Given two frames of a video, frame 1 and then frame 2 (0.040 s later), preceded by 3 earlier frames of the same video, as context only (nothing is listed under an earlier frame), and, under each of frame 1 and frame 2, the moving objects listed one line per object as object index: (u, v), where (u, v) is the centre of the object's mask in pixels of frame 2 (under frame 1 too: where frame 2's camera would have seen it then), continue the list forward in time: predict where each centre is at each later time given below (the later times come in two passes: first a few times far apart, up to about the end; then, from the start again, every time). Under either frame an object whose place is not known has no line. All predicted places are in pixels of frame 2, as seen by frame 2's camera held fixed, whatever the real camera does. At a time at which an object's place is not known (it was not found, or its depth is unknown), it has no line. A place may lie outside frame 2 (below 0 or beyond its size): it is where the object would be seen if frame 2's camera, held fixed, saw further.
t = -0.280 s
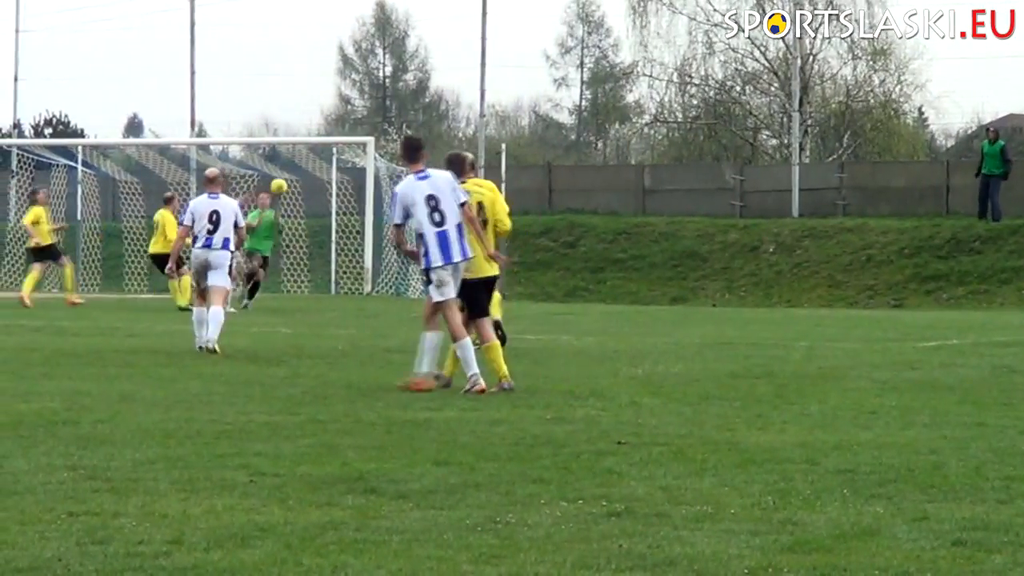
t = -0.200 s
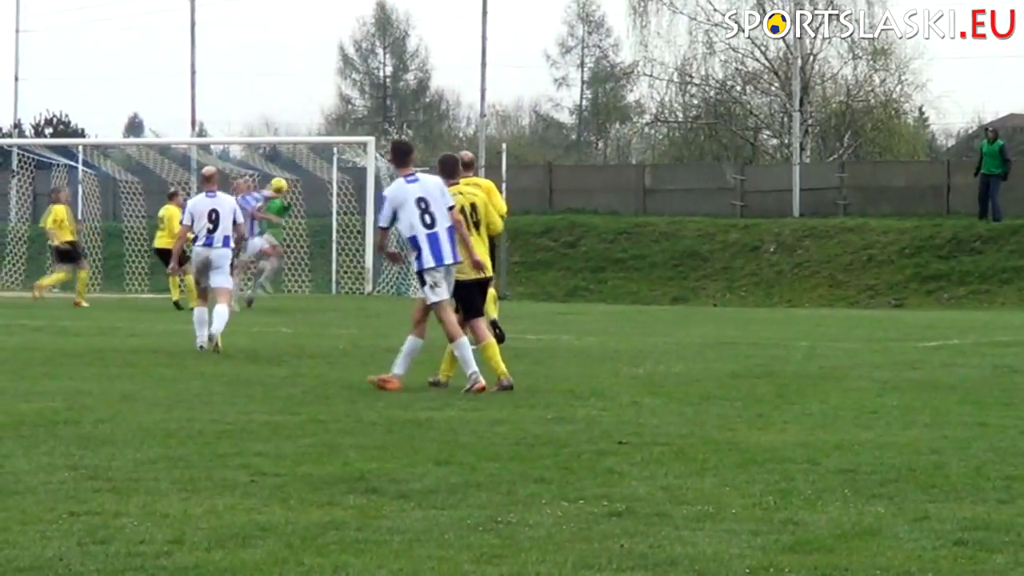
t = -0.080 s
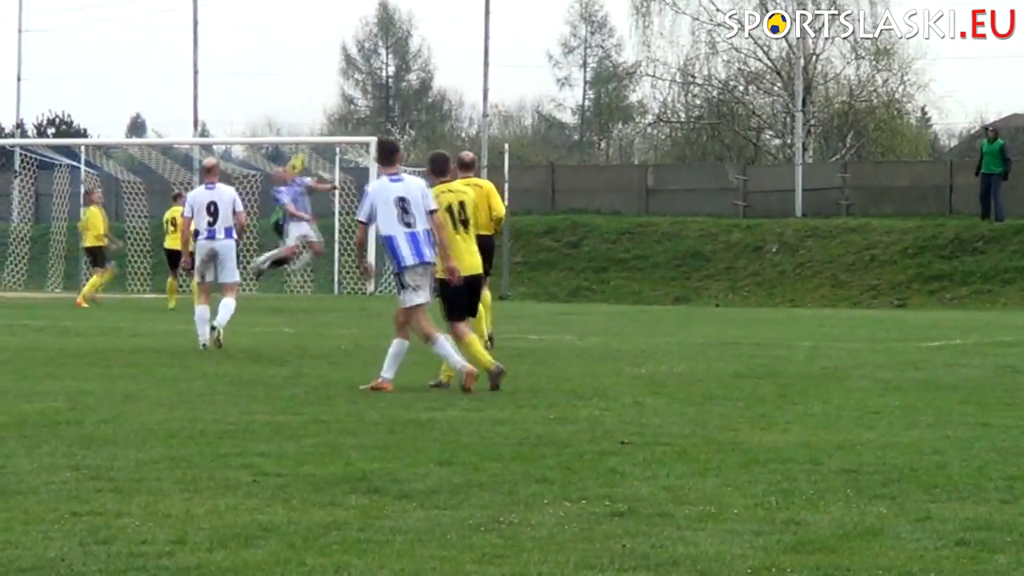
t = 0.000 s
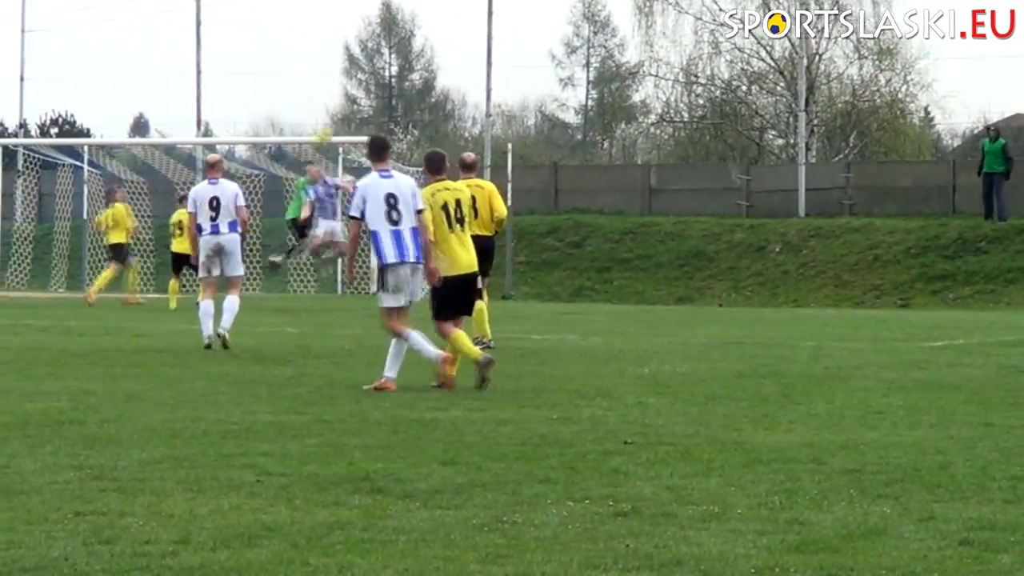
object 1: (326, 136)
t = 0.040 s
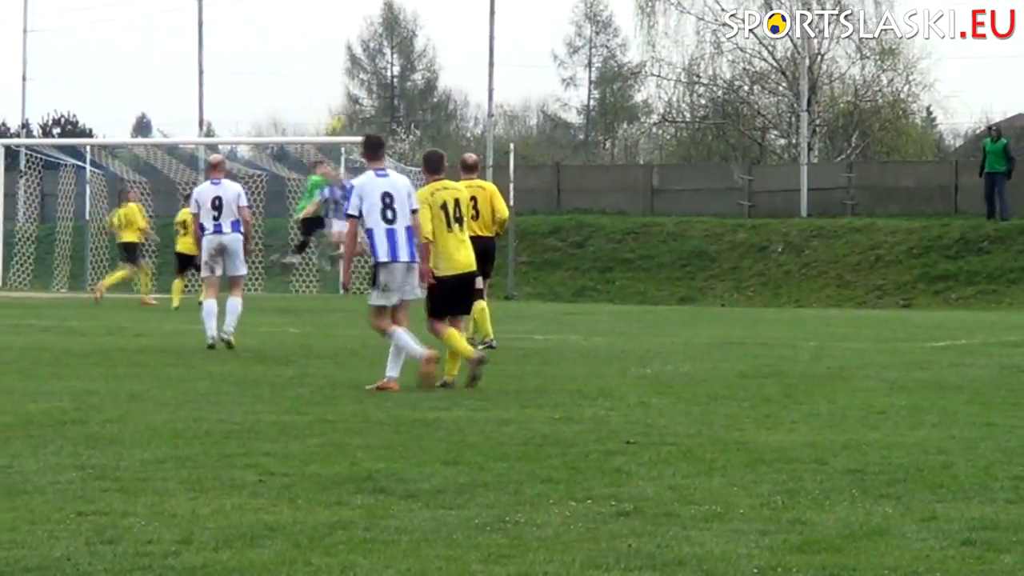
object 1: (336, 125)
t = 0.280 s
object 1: (403, 77)
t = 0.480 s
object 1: (459, 68)
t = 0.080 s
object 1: (347, 114)
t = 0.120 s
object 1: (358, 105)
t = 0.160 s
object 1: (370, 96)
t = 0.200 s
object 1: (380, 89)
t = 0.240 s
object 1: (392, 82)
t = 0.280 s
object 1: (403, 77)
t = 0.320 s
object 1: (414, 72)
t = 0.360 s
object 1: (426, 71)
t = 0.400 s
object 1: (436, 69)
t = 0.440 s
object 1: (448, 68)
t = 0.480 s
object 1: (459, 68)
